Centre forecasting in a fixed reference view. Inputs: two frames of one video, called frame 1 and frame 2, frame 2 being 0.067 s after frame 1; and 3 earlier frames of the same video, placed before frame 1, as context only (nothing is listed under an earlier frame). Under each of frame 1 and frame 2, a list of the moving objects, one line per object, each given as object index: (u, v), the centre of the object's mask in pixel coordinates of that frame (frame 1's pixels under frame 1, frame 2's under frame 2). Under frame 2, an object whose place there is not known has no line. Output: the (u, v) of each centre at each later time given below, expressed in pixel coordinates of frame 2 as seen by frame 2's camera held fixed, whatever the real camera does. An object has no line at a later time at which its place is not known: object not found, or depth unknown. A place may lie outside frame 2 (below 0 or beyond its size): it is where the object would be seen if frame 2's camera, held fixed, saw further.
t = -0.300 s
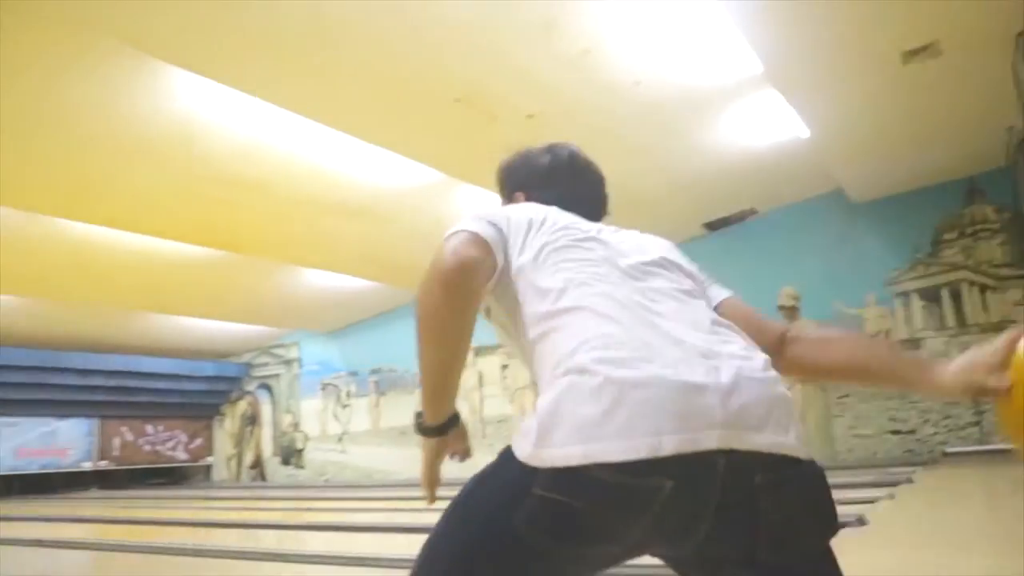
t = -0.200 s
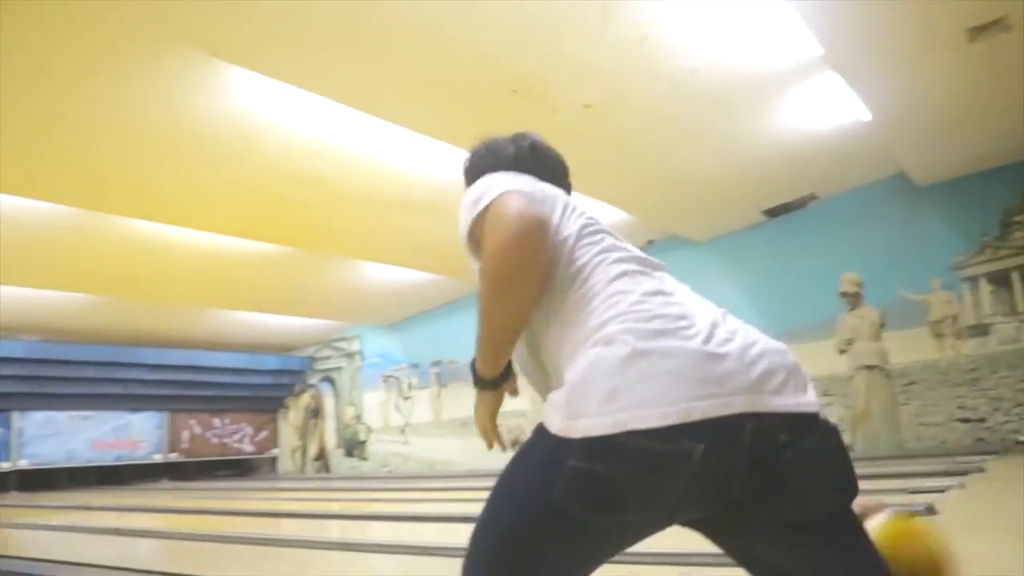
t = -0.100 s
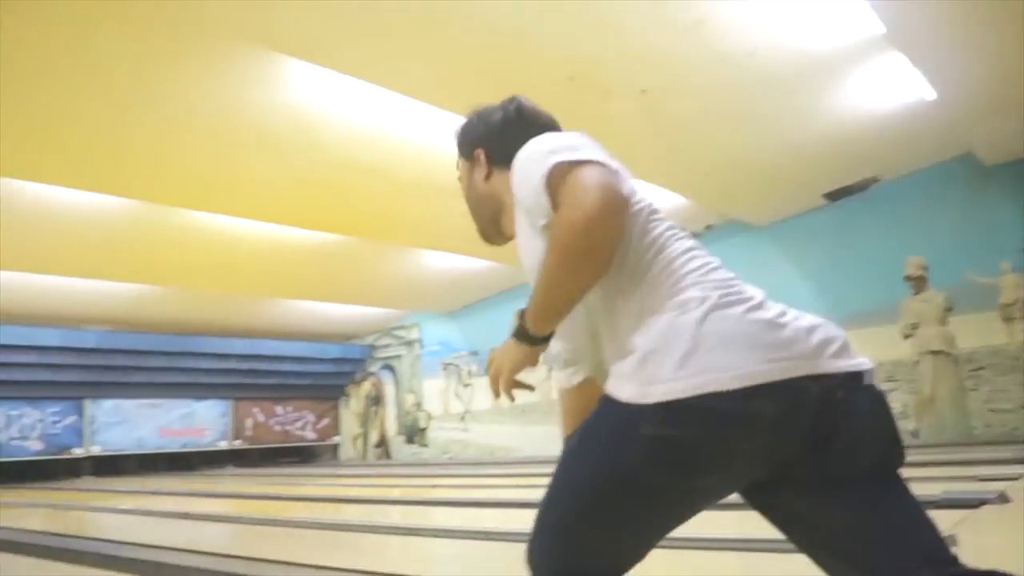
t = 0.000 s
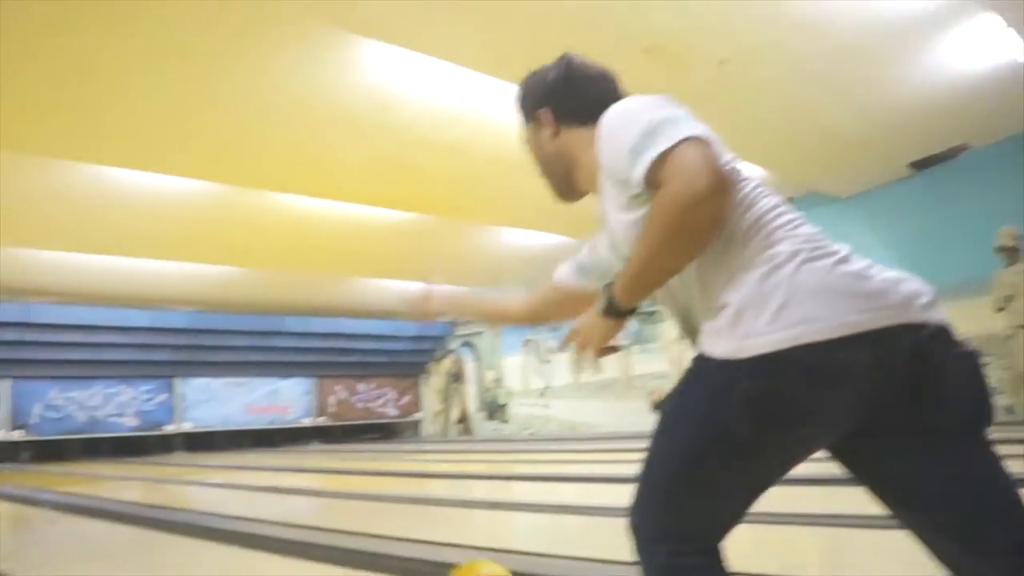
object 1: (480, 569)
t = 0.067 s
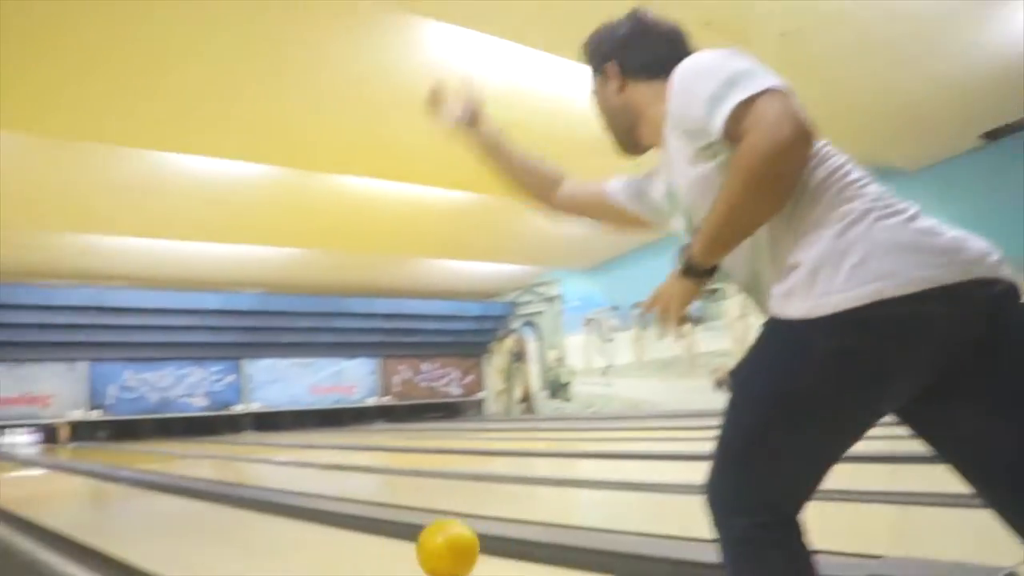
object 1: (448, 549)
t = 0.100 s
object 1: (407, 549)
